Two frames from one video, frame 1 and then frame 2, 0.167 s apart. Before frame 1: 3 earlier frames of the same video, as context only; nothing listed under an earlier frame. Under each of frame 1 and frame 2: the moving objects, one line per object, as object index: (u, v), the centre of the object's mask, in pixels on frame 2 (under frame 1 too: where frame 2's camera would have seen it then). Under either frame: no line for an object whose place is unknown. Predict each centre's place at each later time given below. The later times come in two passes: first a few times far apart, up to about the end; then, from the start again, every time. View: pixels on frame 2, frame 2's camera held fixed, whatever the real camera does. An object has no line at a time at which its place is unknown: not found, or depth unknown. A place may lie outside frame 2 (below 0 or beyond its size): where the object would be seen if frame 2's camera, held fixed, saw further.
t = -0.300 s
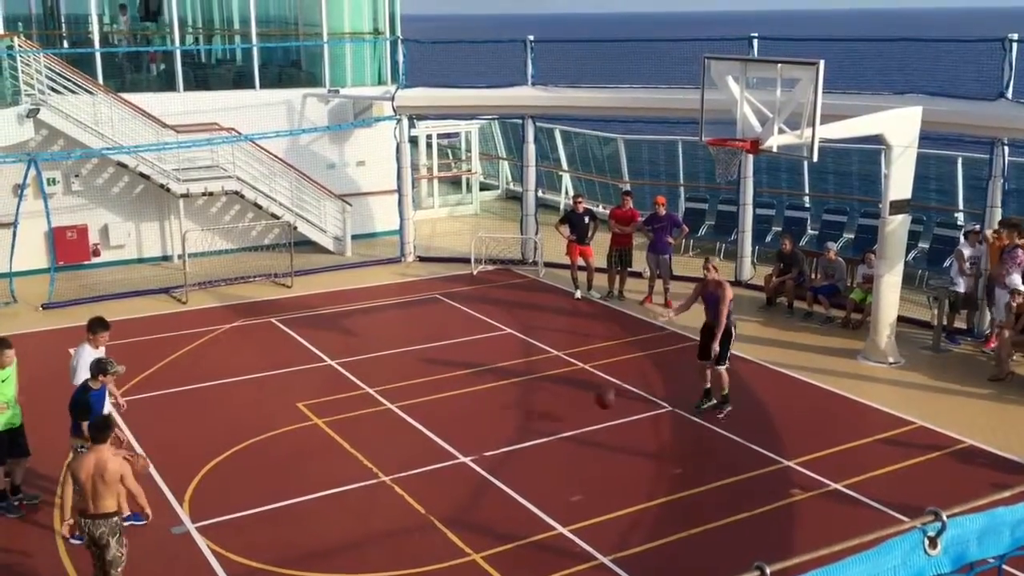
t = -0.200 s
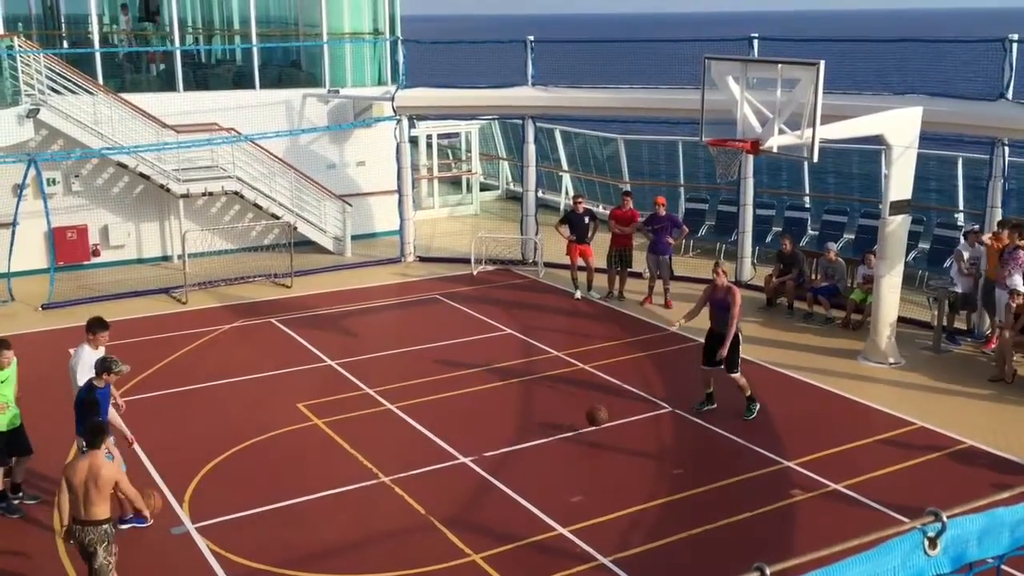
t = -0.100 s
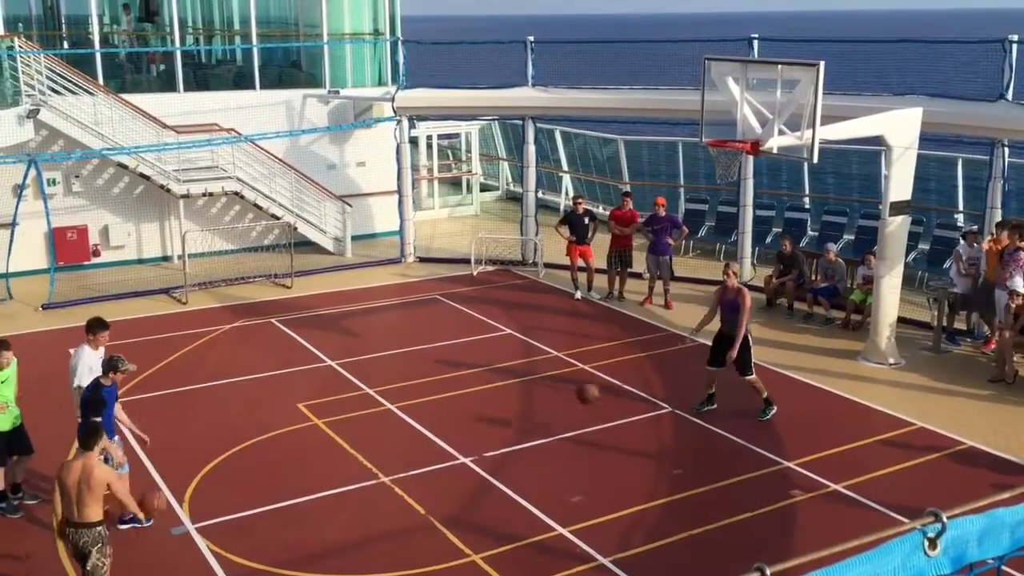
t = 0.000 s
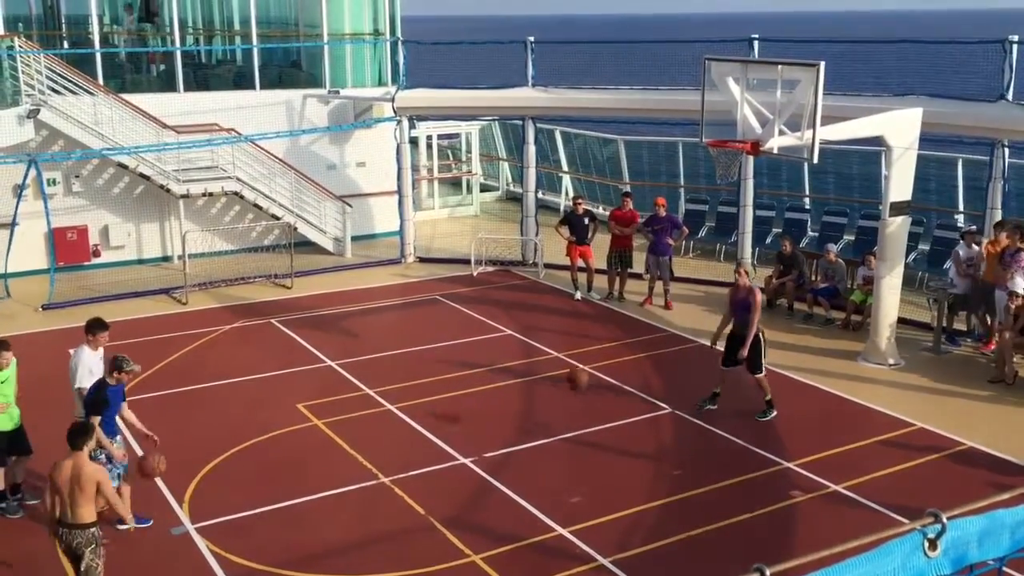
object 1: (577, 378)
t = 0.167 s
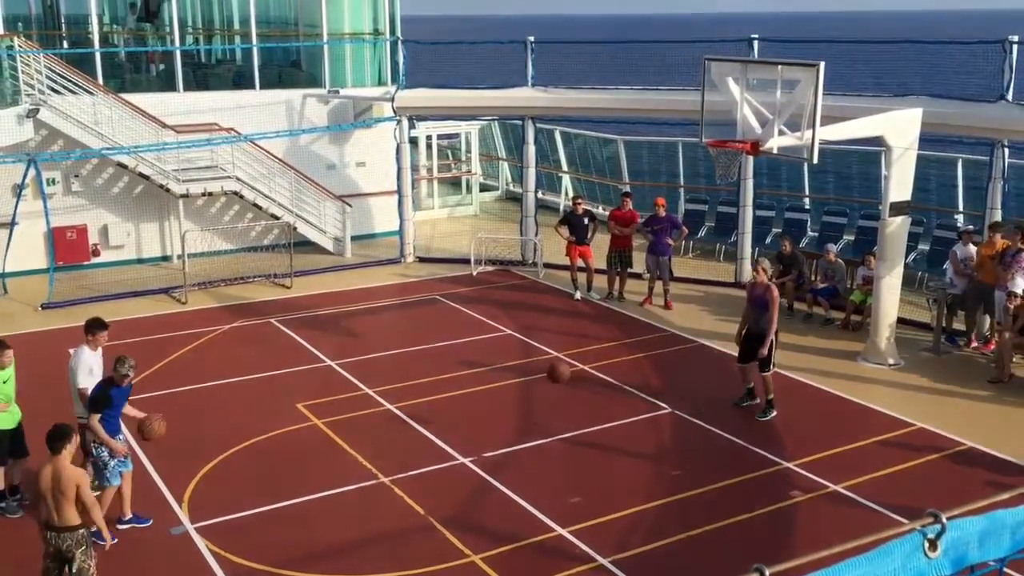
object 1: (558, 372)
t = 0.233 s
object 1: (552, 377)
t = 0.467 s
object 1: (523, 424)
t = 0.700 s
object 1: (495, 435)
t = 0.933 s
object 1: (467, 425)
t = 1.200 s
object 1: (432, 478)
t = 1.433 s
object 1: (402, 472)
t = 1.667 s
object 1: (370, 486)
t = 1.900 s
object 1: (338, 519)
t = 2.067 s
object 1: (315, 512)
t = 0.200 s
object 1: (555, 375)
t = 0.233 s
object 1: (552, 377)
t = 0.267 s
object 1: (547, 380)
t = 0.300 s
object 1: (543, 385)
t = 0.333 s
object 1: (539, 391)
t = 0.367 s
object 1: (535, 397)
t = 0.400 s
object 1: (530, 405)
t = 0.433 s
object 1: (527, 415)
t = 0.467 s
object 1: (523, 424)
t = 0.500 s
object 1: (519, 436)
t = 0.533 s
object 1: (514, 448)
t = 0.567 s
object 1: (509, 462)
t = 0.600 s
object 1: (507, 455)
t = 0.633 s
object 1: (502, 448)
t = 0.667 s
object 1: (499, 440)
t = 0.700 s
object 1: (495, 435)
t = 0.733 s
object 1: (491, 431)
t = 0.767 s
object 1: (488, 428)
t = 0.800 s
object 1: (484, 425)
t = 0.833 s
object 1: (480, 424)
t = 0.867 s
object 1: (475, 423)
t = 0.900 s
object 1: (471, 424)
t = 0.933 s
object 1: (467, 425)
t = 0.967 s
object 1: (463, 426)
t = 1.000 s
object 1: (458, 430)
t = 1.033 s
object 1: (455, 436)
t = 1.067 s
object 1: (450, 442)
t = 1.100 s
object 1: (446, 450)
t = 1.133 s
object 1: (441, 458)
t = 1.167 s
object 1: (436, 468)
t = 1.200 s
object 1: (432, 478)
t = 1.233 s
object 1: (428, 490)
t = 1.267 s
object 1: (423, 497)
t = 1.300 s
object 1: (419, 489)
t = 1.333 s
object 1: (416, 484)
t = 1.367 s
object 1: (411, 478)
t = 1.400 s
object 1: (407, 473)
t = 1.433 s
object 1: (402, 472)
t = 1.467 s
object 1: (398, 471)
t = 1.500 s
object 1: (394, 471)
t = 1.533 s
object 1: (390, 471)
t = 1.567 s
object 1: (384, 473)
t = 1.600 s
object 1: (380, 476)
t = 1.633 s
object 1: (375, 480)
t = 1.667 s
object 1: (370, 486)
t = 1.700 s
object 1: (366, 491)
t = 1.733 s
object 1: (362, 500)
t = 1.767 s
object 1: (357, 508)
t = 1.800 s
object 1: (352, 518)
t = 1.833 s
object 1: (349, 530)
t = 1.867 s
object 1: (343, 525)
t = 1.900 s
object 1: (338, 519)
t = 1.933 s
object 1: (333, 516)
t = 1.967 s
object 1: (329, 513)
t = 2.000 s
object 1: (324, 511)
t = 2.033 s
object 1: (320, 512)
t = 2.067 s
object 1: (315, 512)
